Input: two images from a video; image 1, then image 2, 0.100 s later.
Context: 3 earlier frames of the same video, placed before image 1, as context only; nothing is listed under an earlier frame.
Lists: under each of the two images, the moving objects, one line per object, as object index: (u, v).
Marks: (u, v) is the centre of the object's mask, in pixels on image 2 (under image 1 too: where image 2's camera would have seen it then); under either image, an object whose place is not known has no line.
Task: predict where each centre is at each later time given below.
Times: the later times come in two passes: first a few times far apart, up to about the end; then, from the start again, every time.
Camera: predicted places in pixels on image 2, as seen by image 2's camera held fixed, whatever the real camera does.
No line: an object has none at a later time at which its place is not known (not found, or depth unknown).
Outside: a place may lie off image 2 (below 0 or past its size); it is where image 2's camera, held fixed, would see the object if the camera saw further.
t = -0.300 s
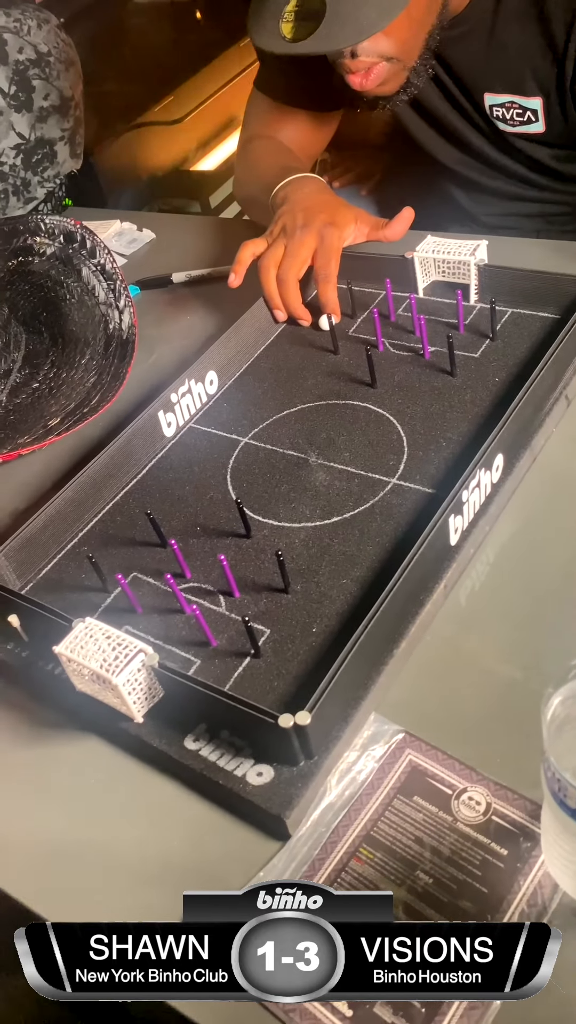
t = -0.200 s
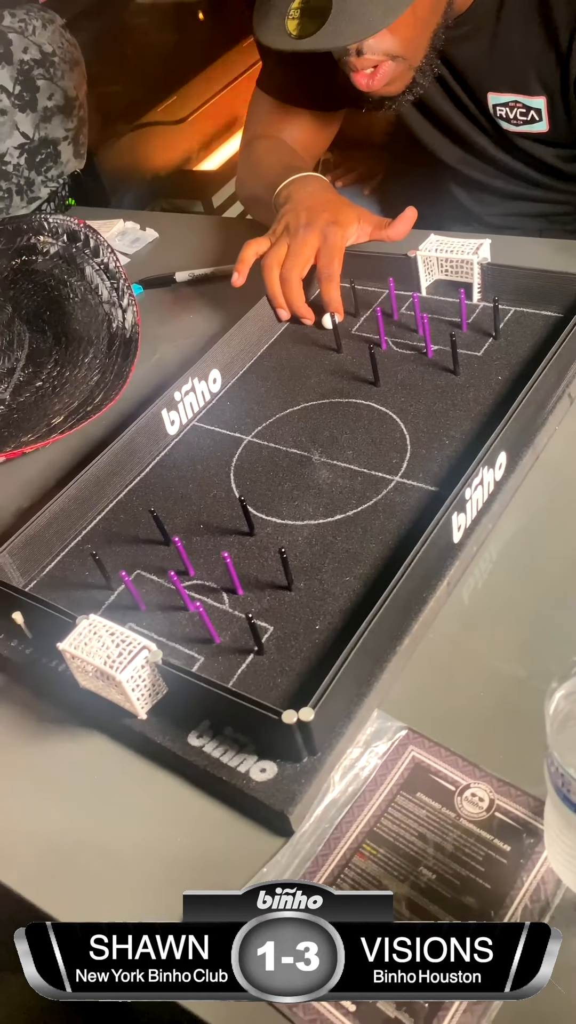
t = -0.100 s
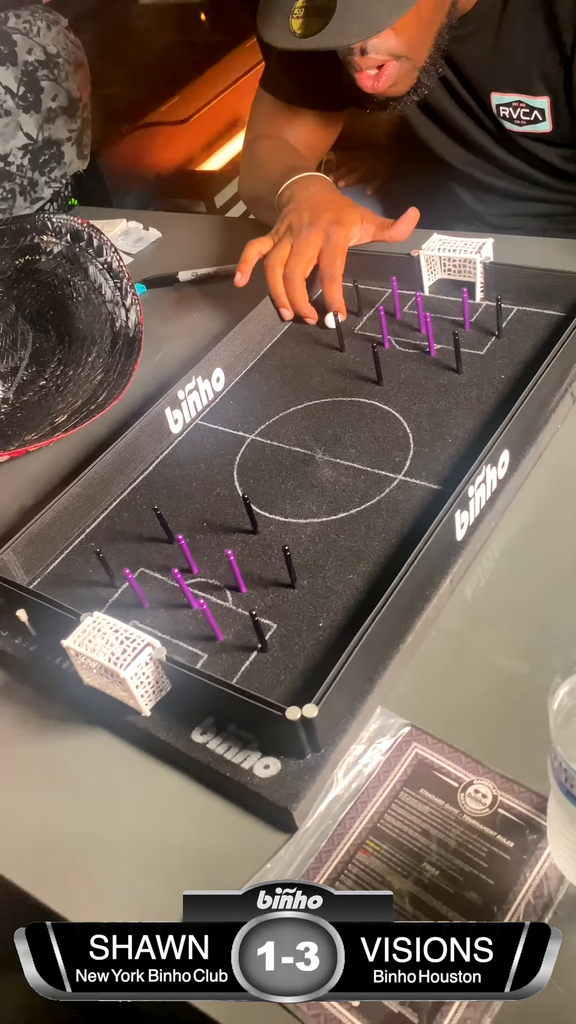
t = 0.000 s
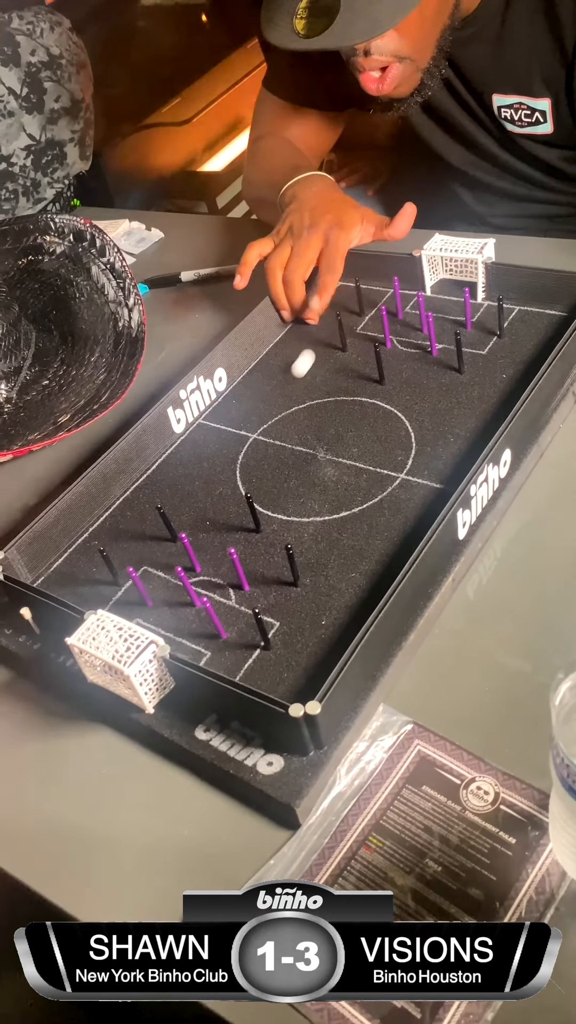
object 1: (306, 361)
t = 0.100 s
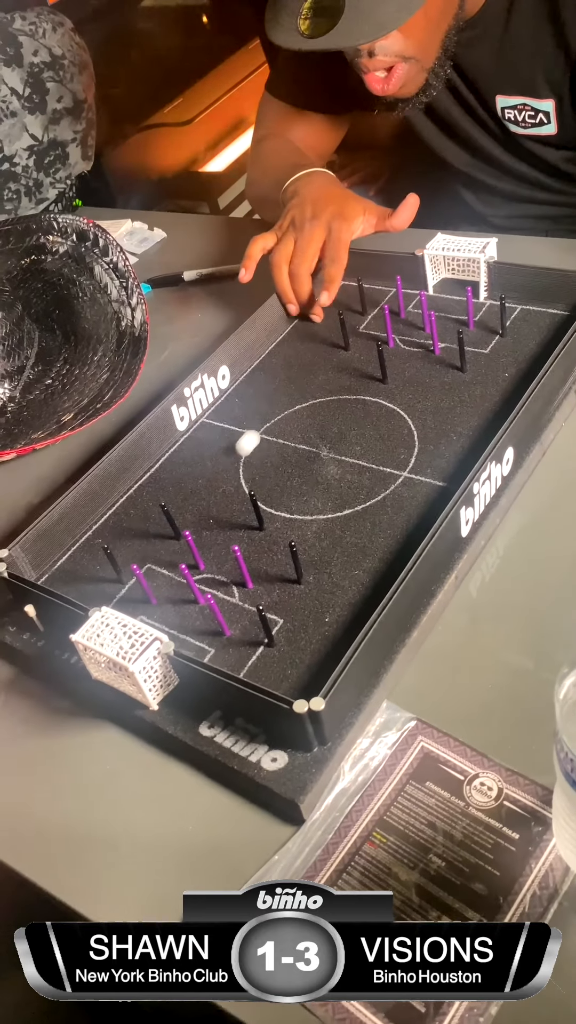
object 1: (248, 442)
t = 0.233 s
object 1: (195, 545)
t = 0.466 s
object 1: (168, 561)
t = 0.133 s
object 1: (230, 469)
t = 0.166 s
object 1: (211, 496)
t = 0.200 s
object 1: (193, 522)
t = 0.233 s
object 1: (195, 545)
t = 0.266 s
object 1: (190, 550)
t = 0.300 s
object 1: (185, 551)
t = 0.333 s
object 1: (182, 549)
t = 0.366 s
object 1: (180, 551)
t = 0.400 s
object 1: (175, 554)
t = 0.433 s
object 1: (171, 558)
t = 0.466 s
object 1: (168, 561)
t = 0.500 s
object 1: (166, 564)
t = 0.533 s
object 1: (163, 566)
